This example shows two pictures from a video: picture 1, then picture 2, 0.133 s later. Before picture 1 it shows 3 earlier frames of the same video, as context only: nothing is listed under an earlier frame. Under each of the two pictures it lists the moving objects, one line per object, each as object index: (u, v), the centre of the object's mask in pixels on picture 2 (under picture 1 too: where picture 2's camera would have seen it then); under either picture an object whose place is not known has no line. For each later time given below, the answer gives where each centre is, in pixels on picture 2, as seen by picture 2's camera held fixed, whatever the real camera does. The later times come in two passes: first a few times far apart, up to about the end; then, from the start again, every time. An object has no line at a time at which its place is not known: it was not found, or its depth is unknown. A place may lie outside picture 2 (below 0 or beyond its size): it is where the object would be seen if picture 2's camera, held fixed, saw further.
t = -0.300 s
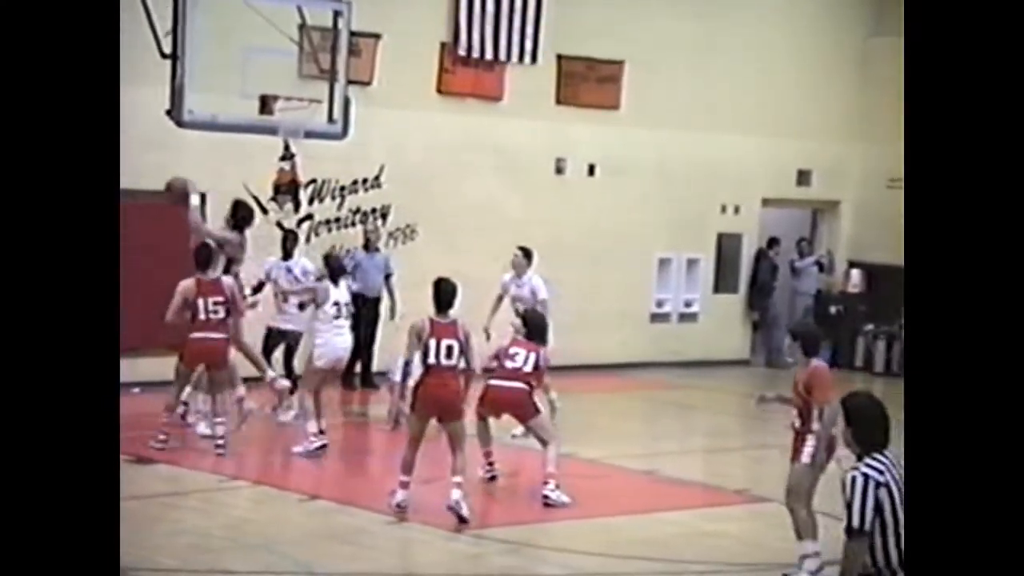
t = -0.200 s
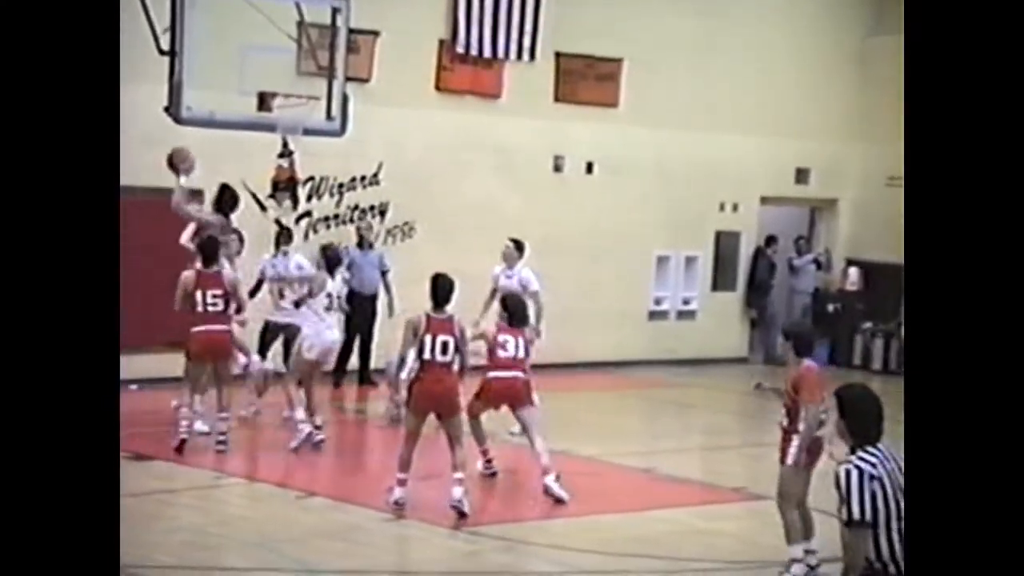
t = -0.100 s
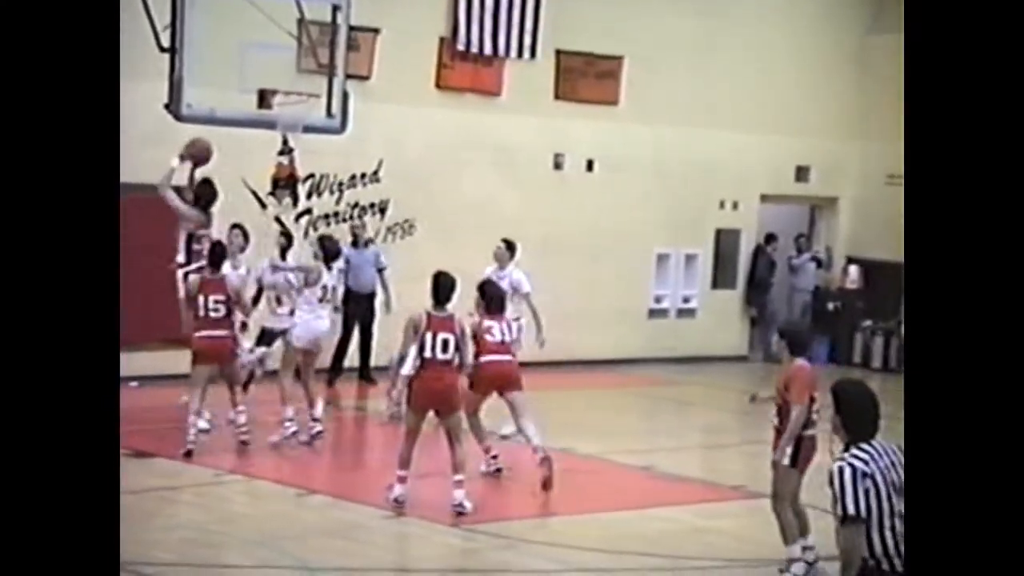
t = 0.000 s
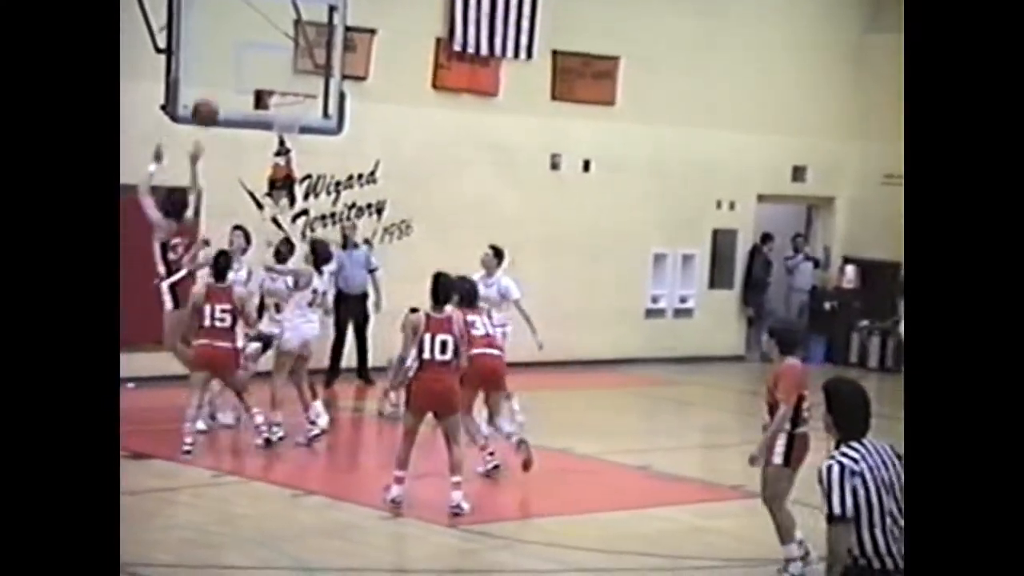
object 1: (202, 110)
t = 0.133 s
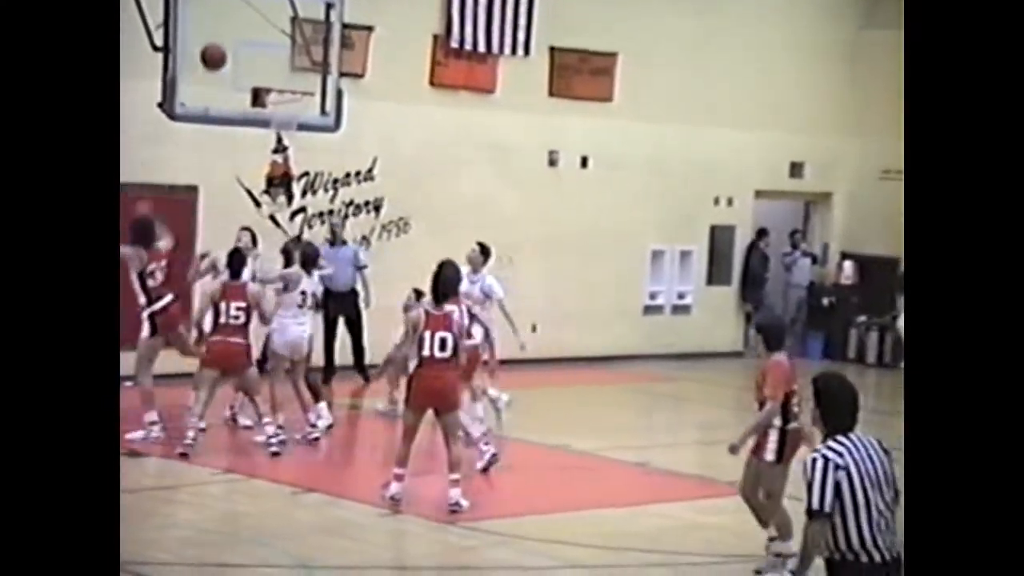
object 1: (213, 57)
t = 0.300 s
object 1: (232, 26)
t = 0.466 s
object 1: (257, 33)
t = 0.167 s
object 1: (216, 46)
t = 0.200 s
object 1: (218, 38)
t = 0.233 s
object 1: (221, 31)
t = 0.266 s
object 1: (227, 28)
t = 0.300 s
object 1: (232, 26)
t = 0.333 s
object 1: (237, 25)
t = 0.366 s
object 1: (242, 25)
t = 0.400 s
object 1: (247, 26)
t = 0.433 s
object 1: (251, 29)
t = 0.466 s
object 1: (257, 33)
